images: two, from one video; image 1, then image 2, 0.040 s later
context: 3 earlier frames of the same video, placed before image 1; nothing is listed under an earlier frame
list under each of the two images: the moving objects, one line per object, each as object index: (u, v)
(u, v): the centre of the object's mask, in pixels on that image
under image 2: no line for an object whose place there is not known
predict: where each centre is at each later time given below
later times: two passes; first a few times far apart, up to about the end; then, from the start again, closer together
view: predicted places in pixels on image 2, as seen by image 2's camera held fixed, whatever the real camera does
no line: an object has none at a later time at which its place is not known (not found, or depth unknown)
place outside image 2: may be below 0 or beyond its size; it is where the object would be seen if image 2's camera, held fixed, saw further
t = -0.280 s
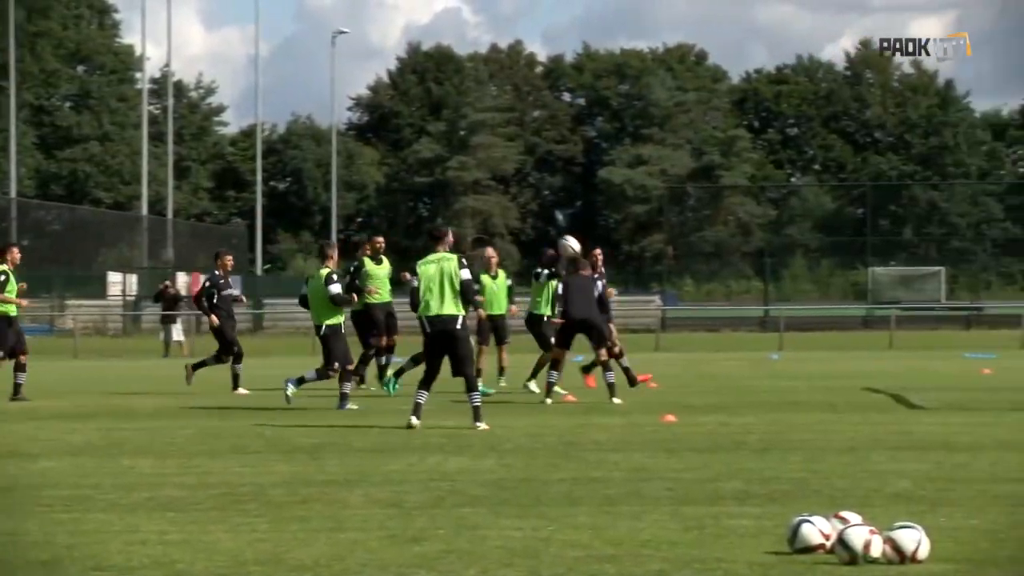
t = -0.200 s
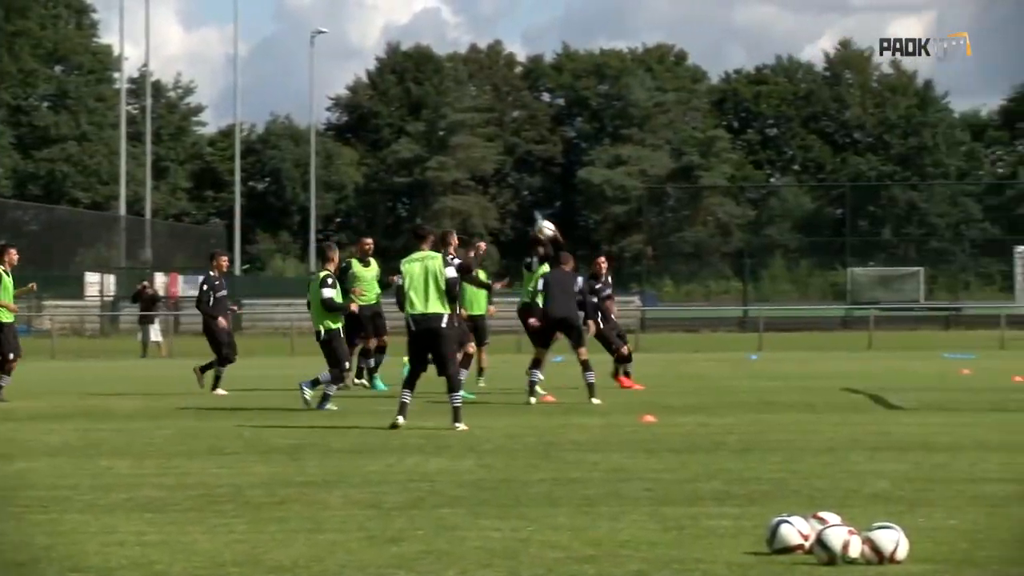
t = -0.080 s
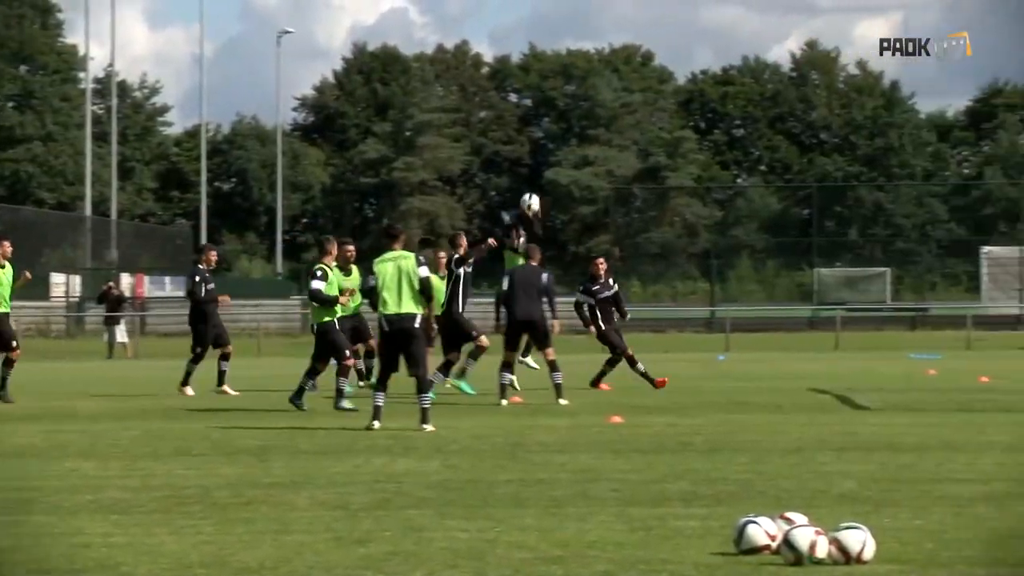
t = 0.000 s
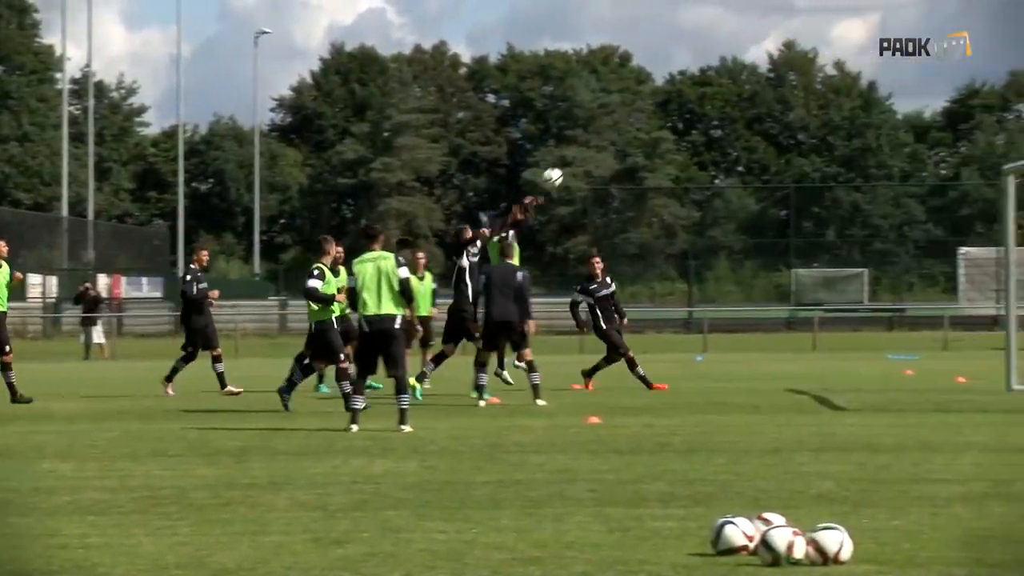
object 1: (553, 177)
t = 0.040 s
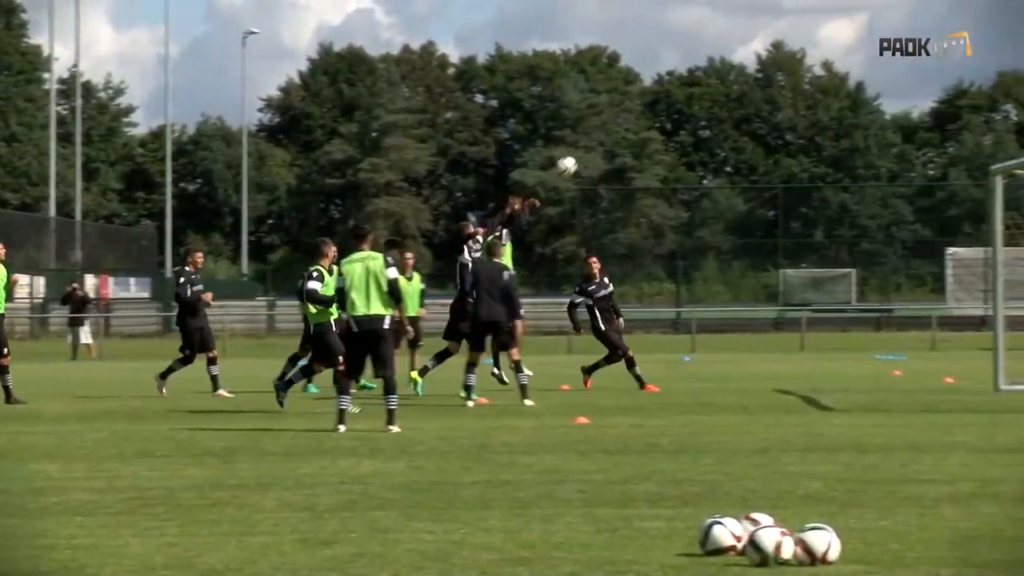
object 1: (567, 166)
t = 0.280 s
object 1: (720, 127)
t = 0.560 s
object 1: (901, 146)
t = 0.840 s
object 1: (1079, 236)
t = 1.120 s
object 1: (1206, 367)
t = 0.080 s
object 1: (593, 155)
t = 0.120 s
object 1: (619, 146)
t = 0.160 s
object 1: (646, 139)
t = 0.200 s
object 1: (671, 133)
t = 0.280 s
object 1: (720, 127)
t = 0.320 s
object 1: (746, 126)
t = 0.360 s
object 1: (772, 125)
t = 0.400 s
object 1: (797, 127)
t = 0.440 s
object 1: (823, 130)
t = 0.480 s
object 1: (849, 134)
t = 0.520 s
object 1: (875, 139)
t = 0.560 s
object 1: (901, 146)
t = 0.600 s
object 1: (927, 154)
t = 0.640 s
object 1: (952, 164)
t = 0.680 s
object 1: (979, 174)
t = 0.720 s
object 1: (1006, 190)
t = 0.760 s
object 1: (1031, 202)
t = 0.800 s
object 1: (1057, 218)
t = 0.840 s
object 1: (1079, 236)
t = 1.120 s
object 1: (1206, 367)
